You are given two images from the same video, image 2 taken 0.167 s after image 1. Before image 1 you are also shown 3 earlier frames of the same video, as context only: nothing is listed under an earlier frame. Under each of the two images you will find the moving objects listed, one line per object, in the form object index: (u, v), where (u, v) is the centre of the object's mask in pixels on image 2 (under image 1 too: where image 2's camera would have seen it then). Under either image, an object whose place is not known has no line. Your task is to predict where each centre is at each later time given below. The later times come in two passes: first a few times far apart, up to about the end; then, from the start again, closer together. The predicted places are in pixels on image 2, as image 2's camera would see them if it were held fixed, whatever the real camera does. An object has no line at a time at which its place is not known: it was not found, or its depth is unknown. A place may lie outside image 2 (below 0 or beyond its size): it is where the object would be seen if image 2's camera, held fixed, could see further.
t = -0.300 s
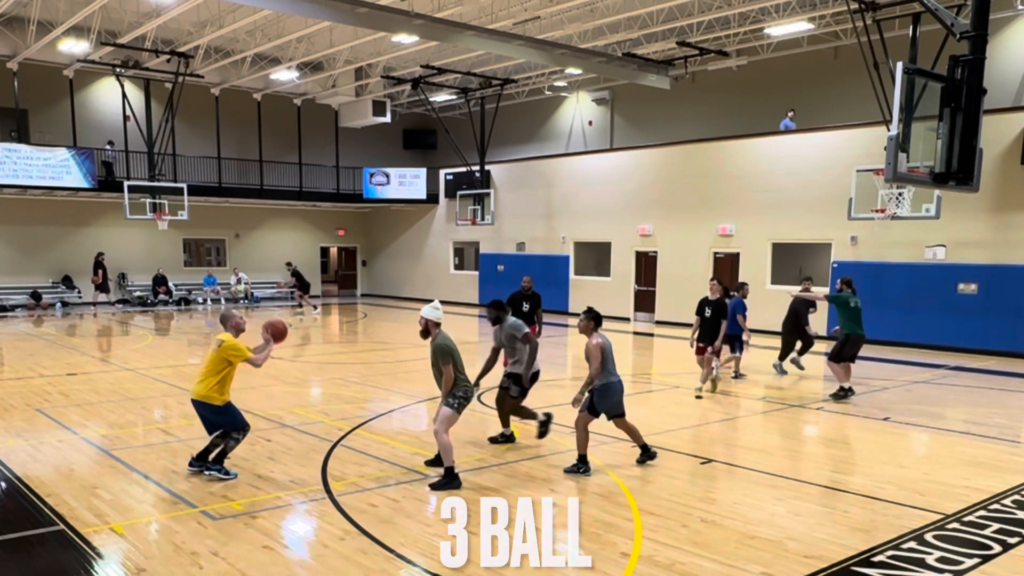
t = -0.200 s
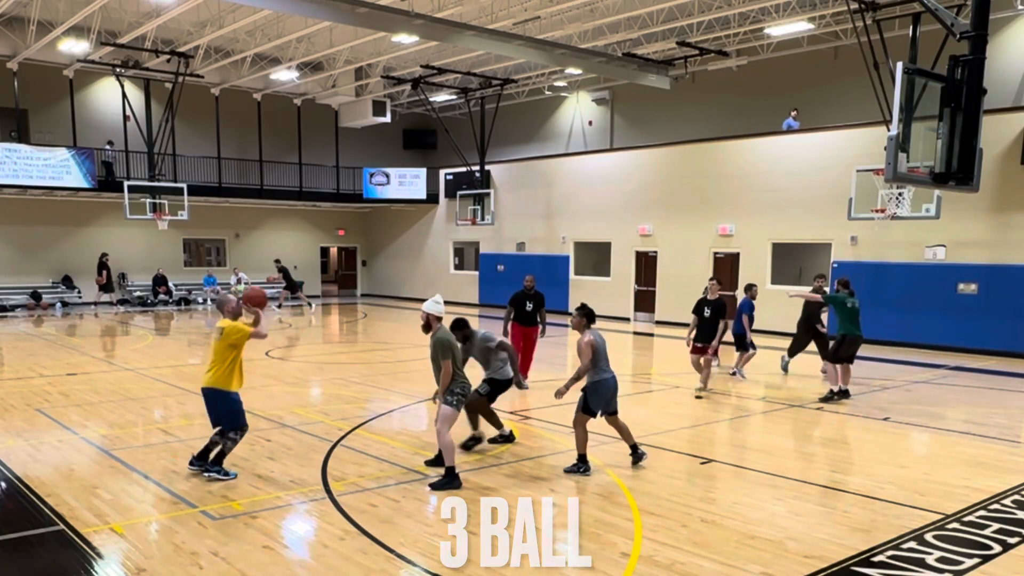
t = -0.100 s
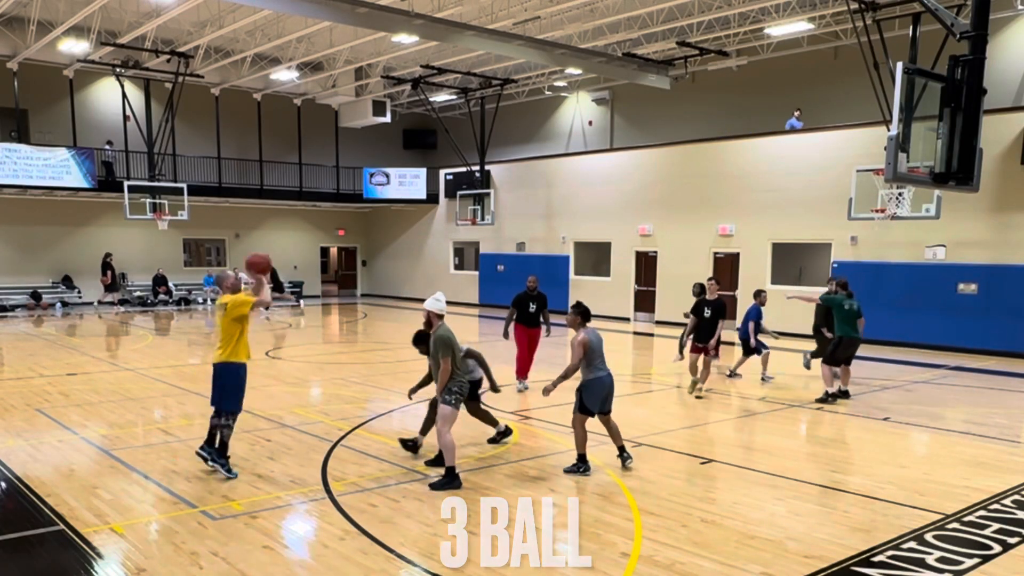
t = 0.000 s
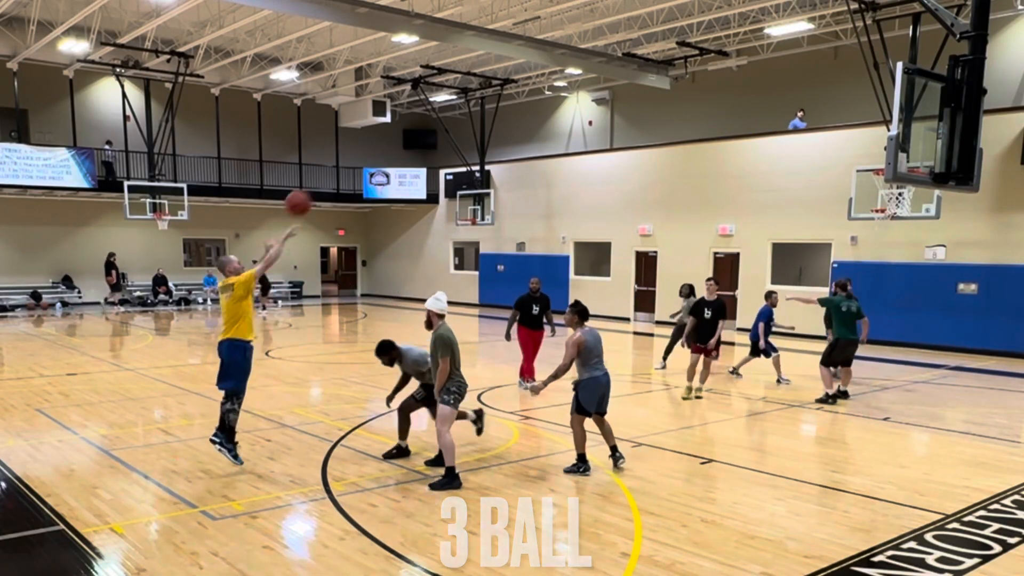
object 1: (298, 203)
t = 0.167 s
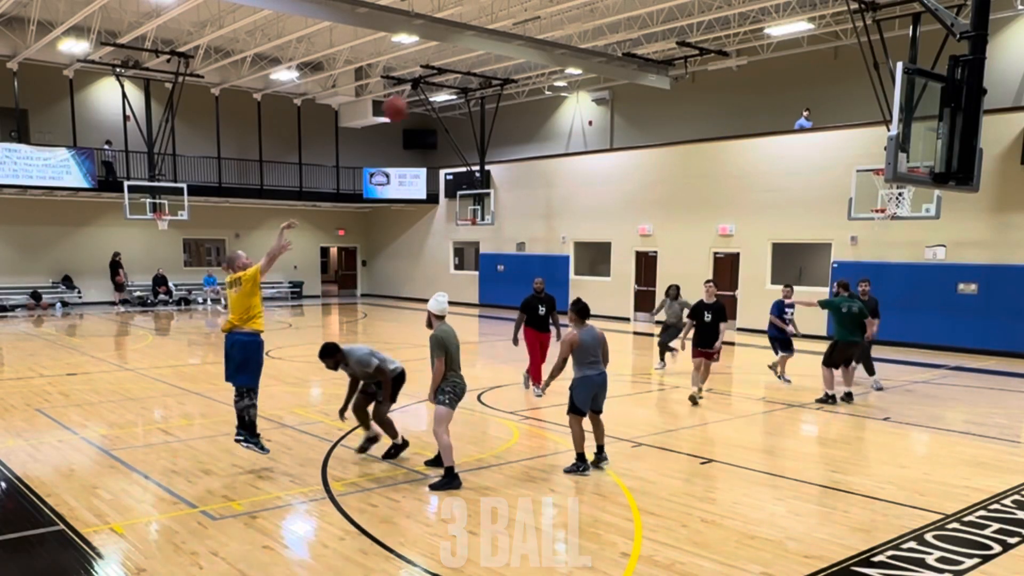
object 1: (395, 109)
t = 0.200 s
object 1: (414, 94)
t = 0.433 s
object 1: (545, 24)
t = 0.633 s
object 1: (651, 10)
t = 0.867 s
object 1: (765, 45)
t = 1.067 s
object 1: (854, 114)
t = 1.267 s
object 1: (908, 203)
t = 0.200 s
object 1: (414, 94)
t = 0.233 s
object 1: (433, 81)
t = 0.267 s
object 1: (452, 68)
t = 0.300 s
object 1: (471, 57)
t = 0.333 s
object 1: (490, 46)
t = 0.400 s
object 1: (527, 30)
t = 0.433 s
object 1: (545, 24)
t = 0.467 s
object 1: (563, 18)
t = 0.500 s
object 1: (581, 13)
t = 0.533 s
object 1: (599, 11)
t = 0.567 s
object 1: (617, 10)
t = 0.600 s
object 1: (634, 10)
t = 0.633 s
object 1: (651, 10)
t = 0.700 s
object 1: (686, 13)
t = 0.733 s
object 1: (702, 18)
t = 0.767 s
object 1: (718, 23)
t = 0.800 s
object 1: (734, 29)
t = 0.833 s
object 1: (750, 37)
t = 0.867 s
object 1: (765, 45)
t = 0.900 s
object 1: (781, 53)
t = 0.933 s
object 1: (796, 64)
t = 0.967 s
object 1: (811, 75)
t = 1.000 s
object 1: (825, 87)
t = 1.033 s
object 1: (840, 100)
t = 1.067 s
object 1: (854, 114)
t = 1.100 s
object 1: (868, 129)
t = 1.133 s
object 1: (878, 145)
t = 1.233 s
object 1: (910, 194)
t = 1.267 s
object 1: (908, 203)
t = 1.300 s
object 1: (905, 214)
